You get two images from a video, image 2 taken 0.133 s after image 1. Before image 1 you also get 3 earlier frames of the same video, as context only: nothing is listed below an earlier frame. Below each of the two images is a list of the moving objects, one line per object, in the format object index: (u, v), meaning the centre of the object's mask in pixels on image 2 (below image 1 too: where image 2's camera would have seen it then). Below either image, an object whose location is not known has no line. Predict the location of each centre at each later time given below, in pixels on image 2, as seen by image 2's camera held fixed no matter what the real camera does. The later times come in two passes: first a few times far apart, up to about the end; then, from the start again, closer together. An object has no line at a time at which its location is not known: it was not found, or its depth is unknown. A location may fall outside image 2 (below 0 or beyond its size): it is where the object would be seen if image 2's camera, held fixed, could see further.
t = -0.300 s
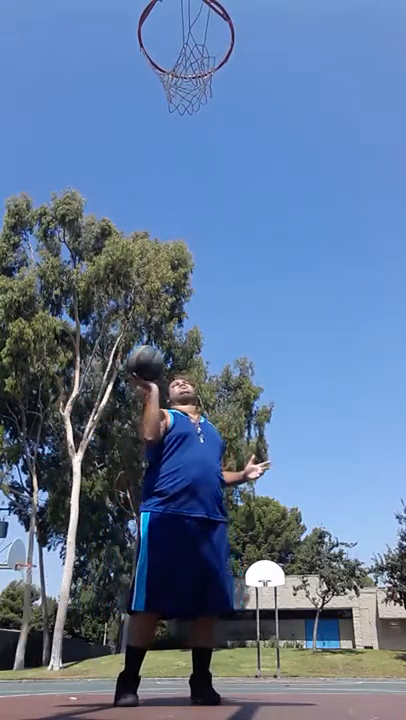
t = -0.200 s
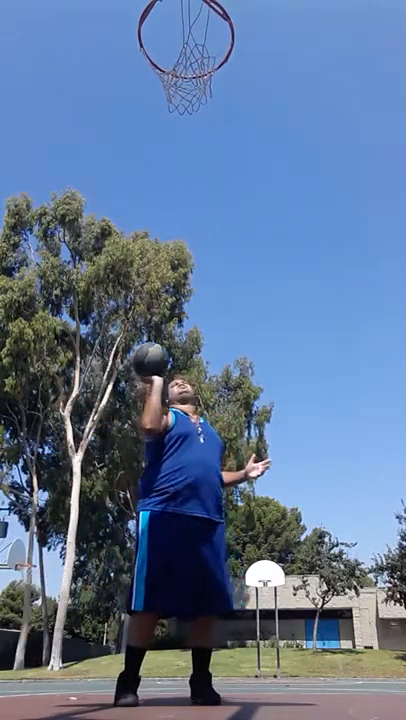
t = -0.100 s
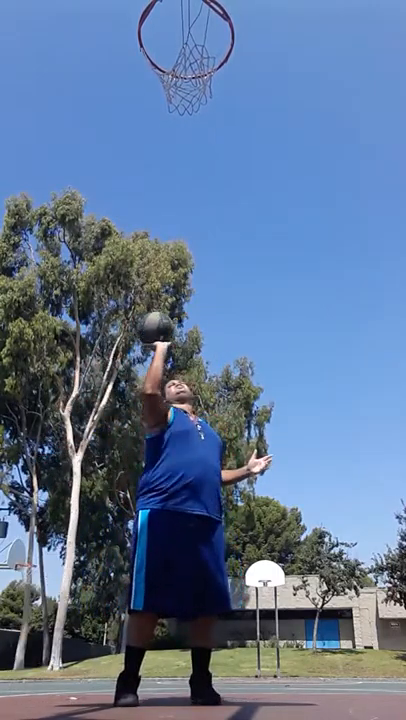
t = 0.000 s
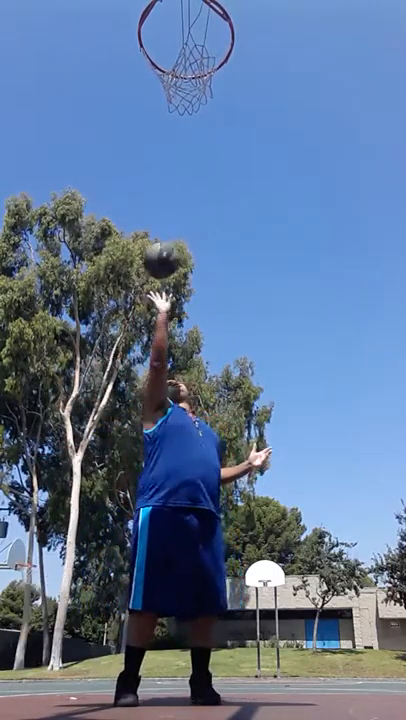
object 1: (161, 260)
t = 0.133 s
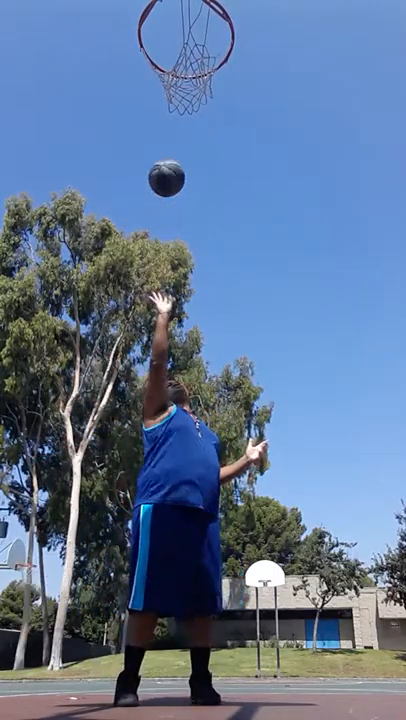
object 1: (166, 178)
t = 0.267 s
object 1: (171, 116)
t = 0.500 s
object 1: (178, 44)
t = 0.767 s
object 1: (184, 31)
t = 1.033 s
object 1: (168, 123)
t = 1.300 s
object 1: (140, 378)
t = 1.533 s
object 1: (125, 549)
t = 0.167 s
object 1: (168, 160)
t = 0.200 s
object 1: (169, 144)
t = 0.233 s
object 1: (170, 128)
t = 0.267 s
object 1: (171, 116)
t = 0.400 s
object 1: (177, 65)
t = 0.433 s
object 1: (177, 57)
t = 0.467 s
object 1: (177, 50)
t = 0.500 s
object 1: (178, 44)
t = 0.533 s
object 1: (179, 37)
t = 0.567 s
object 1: (180, 32)
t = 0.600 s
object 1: (181, 28)
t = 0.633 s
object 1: (182, 26)
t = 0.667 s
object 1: (183, 25)
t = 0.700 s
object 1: (184, 25)
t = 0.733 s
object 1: (185, 26)
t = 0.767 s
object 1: (184, 31)
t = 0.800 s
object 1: (182, 35)
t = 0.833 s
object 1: (180, 41)
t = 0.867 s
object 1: (178, 51)
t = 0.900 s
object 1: (175, 62)
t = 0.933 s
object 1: (174, 74)
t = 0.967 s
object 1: (172, 89)
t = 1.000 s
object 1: (170, 105)
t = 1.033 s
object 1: (168, 123)
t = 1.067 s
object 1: (166, 144)
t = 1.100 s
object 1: (163, 167)
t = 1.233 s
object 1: (150, 294)
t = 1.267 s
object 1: (145, 333)
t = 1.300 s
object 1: (140, 378)
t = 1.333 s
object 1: (135, 430)
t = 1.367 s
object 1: (129, 488)
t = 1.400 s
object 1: (124, 557)
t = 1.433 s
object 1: (113, 634)
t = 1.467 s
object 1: (111, 679)
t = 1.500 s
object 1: (119, 608)
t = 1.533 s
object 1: (125, 549)
